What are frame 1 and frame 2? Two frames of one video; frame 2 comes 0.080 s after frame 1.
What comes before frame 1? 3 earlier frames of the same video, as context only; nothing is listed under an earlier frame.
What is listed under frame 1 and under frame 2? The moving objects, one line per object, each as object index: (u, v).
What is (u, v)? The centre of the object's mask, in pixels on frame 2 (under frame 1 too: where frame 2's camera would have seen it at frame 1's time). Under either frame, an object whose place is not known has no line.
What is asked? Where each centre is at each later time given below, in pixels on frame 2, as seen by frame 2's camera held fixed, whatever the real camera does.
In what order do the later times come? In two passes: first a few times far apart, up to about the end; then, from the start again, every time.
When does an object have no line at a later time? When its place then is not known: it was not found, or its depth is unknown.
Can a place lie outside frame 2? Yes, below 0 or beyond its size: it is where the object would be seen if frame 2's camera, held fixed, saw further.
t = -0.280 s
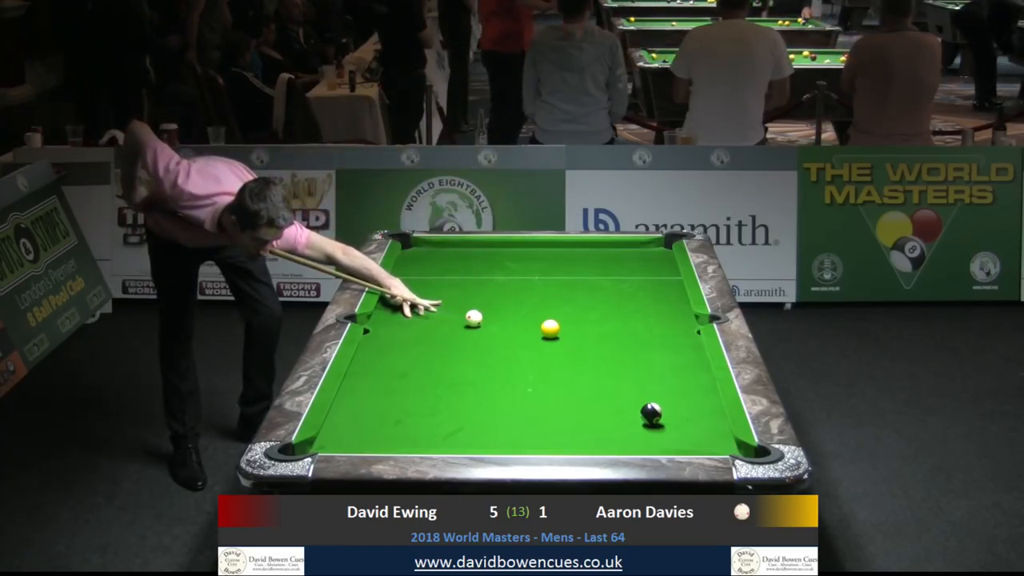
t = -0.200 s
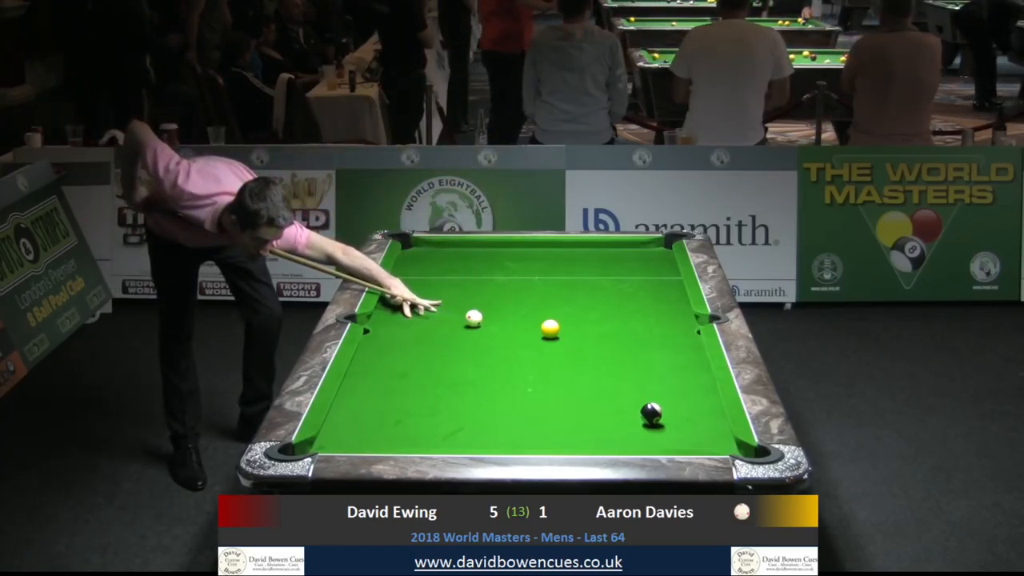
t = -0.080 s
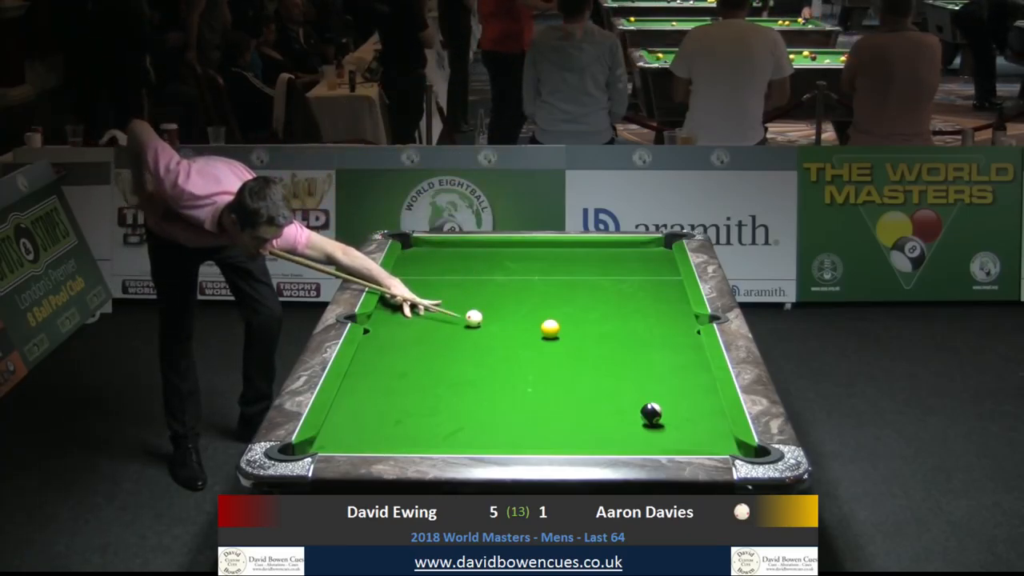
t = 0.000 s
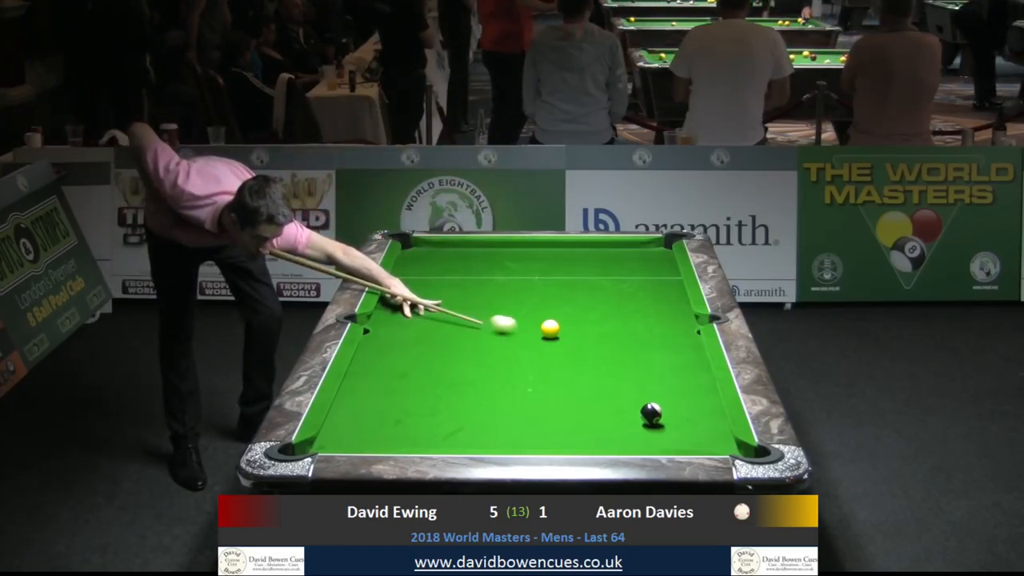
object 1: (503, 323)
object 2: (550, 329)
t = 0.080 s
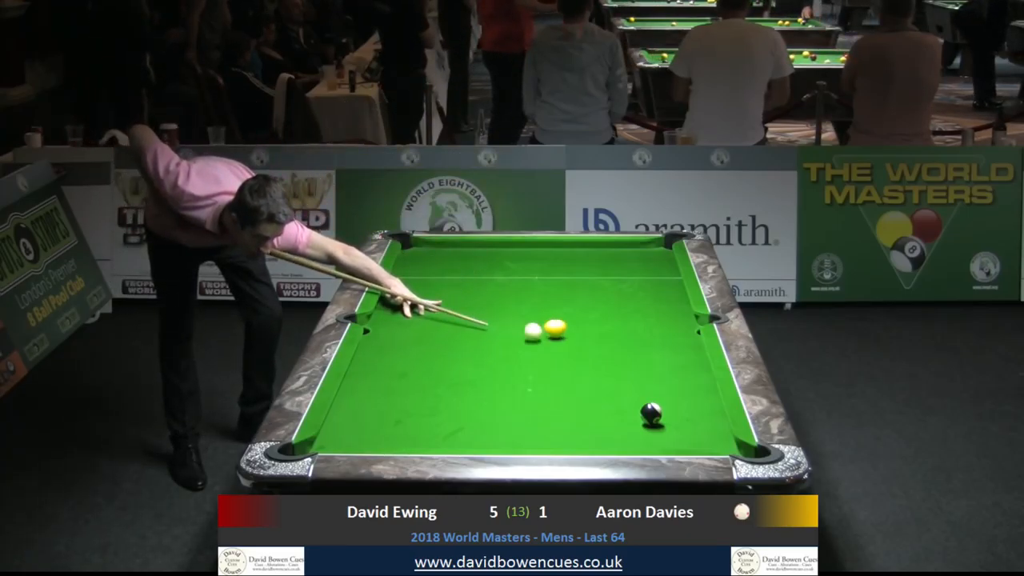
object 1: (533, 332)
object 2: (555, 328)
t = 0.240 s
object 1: (537, 345)
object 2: (596, 327)
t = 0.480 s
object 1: (542, 364)
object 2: (650, 325)
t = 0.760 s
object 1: (548, 387)
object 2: (703, 325)
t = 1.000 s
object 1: (553, 408)
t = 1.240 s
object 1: (558, 429)
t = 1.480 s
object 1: (561, 444)
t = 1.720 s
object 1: (557, 436)
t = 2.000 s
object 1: (551, 422)
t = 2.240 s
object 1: (547, 412)
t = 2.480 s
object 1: (543, 403)
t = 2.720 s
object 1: (540, 396)
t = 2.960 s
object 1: (536, 389)
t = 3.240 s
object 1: (533, 383)
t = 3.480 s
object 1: (531, 378)
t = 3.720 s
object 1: (528, 374)
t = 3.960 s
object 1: (526, 371)
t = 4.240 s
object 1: (525, 369)
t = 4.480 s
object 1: (523, 367)
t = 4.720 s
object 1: (522, 367)
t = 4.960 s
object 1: (522, 367)
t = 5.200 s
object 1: (522, 367)
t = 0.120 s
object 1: (534, 336)
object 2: (567, 327)
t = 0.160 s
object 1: (535, 339)
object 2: (578, 327)
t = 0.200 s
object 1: (536, 342)
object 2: (587, 327)
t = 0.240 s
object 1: (537, 345)
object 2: (596, 327)
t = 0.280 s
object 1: (538, 348)
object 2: (605, 326)
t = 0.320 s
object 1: (539, 351)
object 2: (614, 326)
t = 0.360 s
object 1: (540, 355)
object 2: (623, 326)
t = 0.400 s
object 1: (540, 358)
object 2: (632, 325)
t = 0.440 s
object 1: (541, 361)
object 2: (641, 325)
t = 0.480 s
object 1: (542, 364)
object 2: (650, 325)
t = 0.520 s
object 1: (543, 367)
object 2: (659, 325)
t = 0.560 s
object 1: (544, 371)
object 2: (667, 324)
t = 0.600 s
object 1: (545, 374)
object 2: (676, 324)
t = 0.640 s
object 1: (546, 377)
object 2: (684, 324)
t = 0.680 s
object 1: (546, 381)
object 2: (692, 324)
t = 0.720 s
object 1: (547, 384)
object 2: (699, 323)
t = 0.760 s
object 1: (548, 387)
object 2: (703, 325)
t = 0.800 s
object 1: (549, 391)
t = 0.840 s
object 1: (550, 394)
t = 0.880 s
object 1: (551, 397)
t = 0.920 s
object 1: (551, 401)
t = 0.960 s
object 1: (552, 404)
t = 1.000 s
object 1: (553, 408)
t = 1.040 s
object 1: (554, 411)
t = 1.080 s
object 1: (554, 415)
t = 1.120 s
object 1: (555, 418)
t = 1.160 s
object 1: (556, 422)
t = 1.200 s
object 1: (557, 426)
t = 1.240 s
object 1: (558, 429)
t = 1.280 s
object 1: (558, 433)
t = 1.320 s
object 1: (559, 436)
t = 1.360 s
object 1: (560, 439)
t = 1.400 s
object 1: (561, 441)
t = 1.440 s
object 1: (561, 443)
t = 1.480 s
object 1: (561, 444)
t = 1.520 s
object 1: (561, 443)
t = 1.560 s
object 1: (560, 441)
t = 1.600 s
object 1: (559, 440)
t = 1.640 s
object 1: (558, 439)
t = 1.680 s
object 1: (558, 438)
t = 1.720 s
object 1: (557, 436)
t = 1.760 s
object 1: (556, 434)
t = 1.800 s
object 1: (555, 432)
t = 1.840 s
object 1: (554, 430)
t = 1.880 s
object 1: (554, 428)
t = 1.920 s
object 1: (553, 426)
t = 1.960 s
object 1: (552, 424)
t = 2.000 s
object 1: (551, 422)
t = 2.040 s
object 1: (551, 420)
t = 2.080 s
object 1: (550, 419)
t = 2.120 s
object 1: (549, 417)
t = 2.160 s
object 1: (549, 415)
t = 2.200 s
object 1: (548, 413)
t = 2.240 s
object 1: (547, 412)
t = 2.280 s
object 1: (546, 411)
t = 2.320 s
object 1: (546, 409)
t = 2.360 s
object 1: (545, 408)
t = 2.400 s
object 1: (544, 406)
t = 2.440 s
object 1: (544, 405)
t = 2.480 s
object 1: (543, 403)
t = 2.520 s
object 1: (543, 402)
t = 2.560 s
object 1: (542, 401)
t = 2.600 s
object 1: (542, 399)
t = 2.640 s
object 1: (541, 398)
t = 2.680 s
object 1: (540, 397)
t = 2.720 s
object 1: (540, 396)
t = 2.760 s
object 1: (539, 394)
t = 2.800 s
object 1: (539, 393)
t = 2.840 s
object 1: (538, 392)
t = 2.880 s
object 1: (537, 391)
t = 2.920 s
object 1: (537, 390)
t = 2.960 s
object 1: (536, 389)
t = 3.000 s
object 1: (536, 388)
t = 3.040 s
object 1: (535, 387)
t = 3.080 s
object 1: (535, 386)
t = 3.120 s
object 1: (534, 385)
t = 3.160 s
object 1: (534, 384)
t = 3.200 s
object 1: (534, 384)
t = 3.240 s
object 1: (533, 383)
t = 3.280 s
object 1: (533, 382)
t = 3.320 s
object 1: (532, 381)
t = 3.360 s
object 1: (532, 380)
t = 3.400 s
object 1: (531, 379)
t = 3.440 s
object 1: (531, 379)
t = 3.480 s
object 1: (531, 378)
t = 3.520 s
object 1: (530, 377)
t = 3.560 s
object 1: (530, 376)
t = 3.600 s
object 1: (529, 376)
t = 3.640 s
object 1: (529, 375)
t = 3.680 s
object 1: (528, 375)
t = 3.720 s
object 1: (528, 374)
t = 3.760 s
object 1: (527, 374)
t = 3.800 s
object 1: (527, 373)
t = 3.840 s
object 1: (527, 373)
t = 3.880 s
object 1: (527, 372)
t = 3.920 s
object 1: (526, 372)
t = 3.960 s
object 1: (526, 371)
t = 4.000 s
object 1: (526, 371)
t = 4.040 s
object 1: (526, 370)
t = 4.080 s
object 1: (525, 370)
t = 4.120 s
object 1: (525, 370)
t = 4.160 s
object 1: (525, 369)
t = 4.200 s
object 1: (525, 369)
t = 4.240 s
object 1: (525, 369)
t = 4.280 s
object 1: (525, 368)
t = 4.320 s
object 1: (524, 368)
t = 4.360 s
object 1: (524, 368)
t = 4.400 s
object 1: (524, 368)
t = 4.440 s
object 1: (523, 367)
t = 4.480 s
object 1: (523, 367)
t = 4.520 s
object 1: (523, 367)
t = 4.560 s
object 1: (522, 367)
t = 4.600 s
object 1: (522, 367)
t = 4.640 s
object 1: (522, 367)
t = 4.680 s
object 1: (522, 367)
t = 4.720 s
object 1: (522, 367)
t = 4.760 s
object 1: (522, 367)
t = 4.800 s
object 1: (522, 367)
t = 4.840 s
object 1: (522, 367)
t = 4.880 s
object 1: (522, 367)
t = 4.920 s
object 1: (522, 367)
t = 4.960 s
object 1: (522, 367)
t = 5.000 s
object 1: (522, 367)
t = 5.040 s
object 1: (522, 367)
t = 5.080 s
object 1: (522, 367)
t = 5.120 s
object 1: (522, 367)
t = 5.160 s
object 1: (522, 367)
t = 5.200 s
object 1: (522, 367)
